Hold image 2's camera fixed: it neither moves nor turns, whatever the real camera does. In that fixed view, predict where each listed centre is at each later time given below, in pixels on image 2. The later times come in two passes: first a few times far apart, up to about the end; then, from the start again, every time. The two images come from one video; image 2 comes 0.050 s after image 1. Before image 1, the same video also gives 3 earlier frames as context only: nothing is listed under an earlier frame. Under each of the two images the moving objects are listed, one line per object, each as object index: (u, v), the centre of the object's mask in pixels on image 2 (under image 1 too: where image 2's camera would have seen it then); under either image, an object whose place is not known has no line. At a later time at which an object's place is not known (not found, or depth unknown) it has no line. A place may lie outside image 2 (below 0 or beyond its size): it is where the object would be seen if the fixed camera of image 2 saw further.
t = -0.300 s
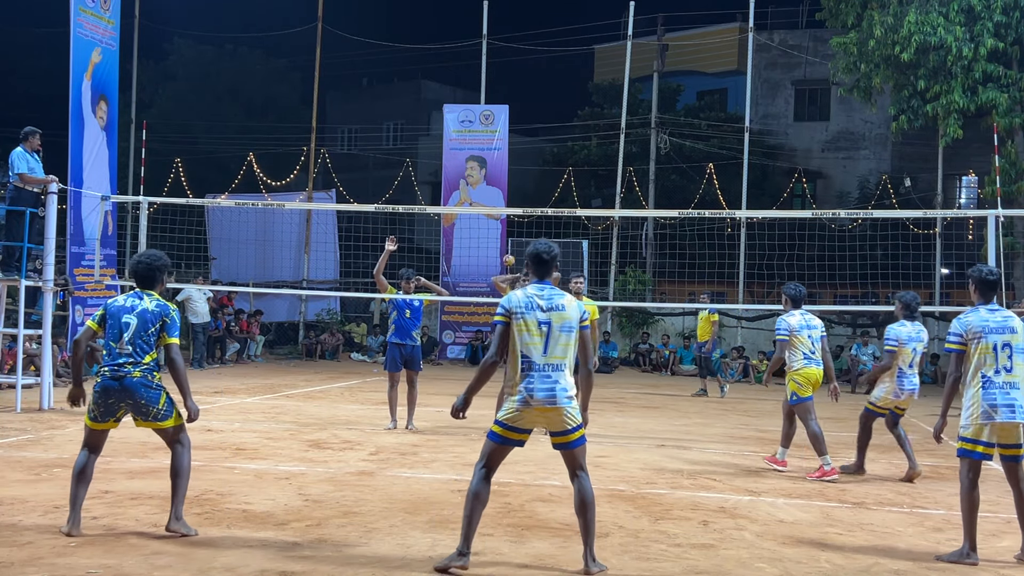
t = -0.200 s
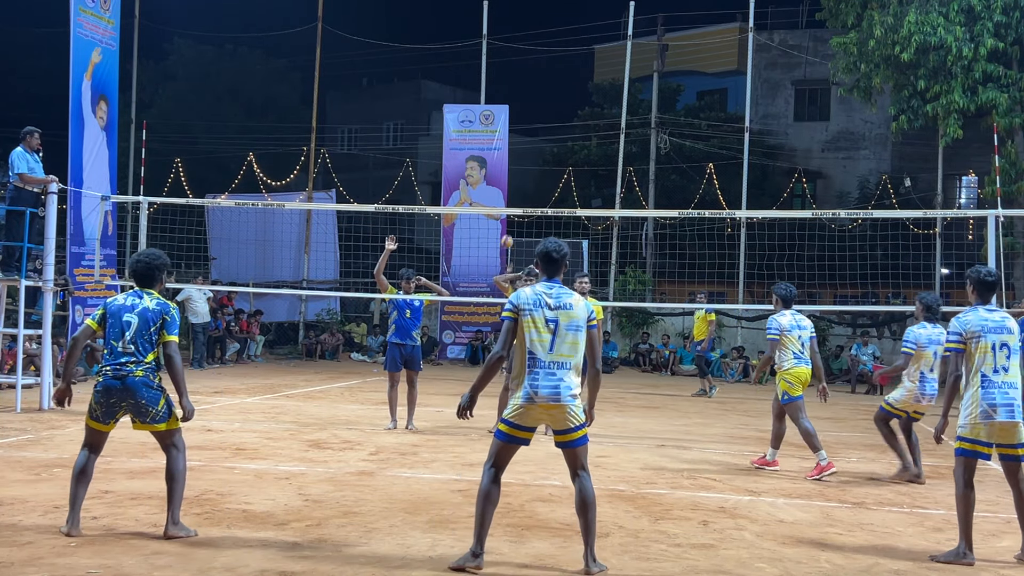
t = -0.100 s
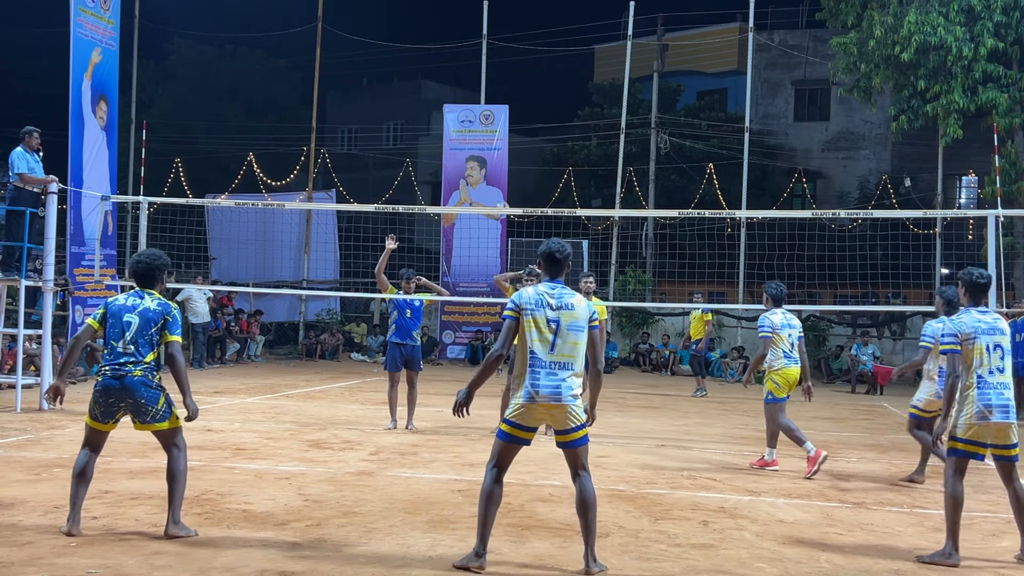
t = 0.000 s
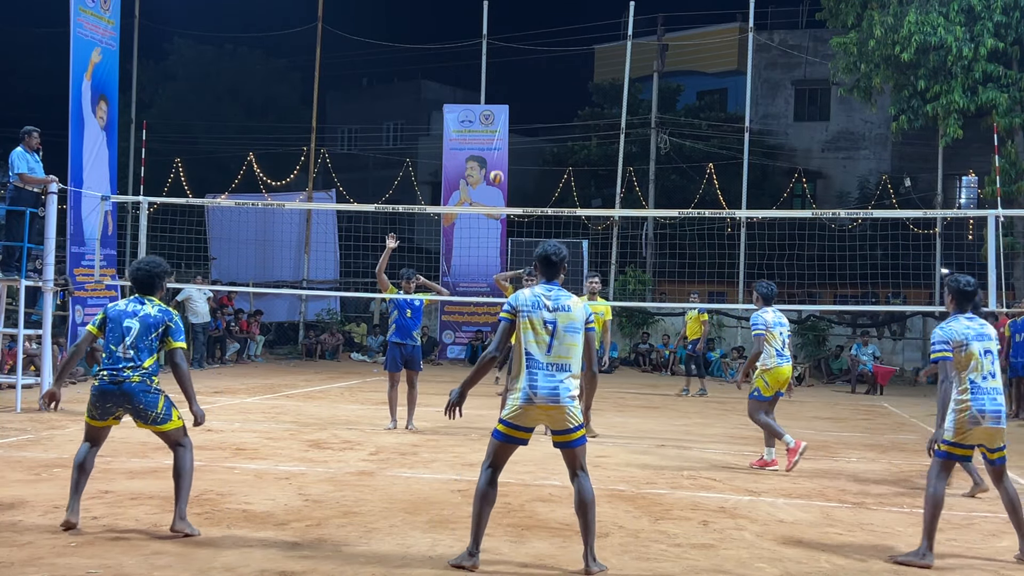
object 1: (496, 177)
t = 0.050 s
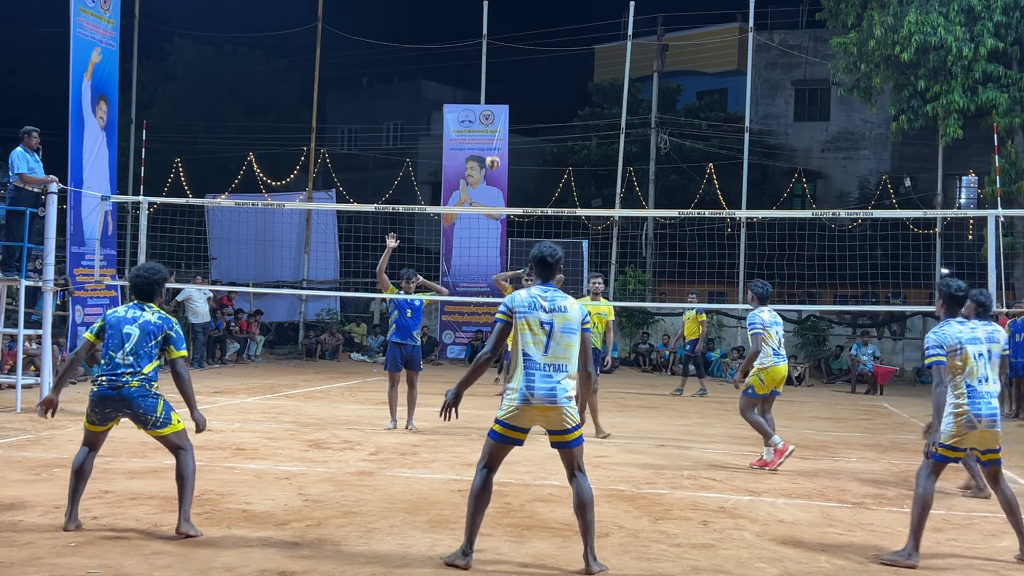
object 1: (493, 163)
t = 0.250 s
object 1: (472, 112)
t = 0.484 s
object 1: (442, 83)
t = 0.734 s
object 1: (395, 105)
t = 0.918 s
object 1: (348, 186)
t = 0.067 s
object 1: (491, 158)
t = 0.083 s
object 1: (490, 153)
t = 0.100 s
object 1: (488, 148)
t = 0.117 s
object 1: (487, 143)
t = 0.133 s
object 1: (485, 139)
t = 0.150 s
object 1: (484, 134)
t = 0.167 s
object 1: (482, 130)
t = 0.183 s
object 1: (479, 127)
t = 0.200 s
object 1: (478, 123)
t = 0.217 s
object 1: (476, 119)
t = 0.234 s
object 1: (474, 115)
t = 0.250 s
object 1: (472, 112)
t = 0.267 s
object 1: (470, 109)
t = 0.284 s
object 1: (468, 105)
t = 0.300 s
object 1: (466, 102)
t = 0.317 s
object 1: (464, 100)
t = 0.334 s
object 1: (462, 97)
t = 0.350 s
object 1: (460, 95)
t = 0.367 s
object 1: (458, 93)
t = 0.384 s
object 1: (456, 91)
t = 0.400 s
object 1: (454, 90)
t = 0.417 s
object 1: (451, 88)
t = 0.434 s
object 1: (449, 86)
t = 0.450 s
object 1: (446, 85)
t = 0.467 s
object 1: (444, 84)
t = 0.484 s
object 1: (442, 83)
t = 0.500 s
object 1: (439, 82)
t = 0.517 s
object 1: (436, 81)
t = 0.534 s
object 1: (434, 81)
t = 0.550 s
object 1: (431, 81)
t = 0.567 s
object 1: (428, 82)
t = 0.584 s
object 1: (425, 82)
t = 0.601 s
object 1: (422, 83)
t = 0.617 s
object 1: (418, 85)
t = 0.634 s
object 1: (415, 87)
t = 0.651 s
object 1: (412, 89)
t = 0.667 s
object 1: (409, 91)
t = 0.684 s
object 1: (405, 94)
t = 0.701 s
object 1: (402, 97)
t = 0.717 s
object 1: (399, 101)
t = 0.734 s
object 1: (395, 105)
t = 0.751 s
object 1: (391, 109)
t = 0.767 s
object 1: (388, 114)
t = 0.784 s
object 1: (384, 120)
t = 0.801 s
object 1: (379, 126)
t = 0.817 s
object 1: (375, 132)
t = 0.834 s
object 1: (371, 139)
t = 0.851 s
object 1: (366, 147)
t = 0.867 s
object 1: (362, 156)
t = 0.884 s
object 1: (357, 165)
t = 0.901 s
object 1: (352, 175)
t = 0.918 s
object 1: (348, 186)
